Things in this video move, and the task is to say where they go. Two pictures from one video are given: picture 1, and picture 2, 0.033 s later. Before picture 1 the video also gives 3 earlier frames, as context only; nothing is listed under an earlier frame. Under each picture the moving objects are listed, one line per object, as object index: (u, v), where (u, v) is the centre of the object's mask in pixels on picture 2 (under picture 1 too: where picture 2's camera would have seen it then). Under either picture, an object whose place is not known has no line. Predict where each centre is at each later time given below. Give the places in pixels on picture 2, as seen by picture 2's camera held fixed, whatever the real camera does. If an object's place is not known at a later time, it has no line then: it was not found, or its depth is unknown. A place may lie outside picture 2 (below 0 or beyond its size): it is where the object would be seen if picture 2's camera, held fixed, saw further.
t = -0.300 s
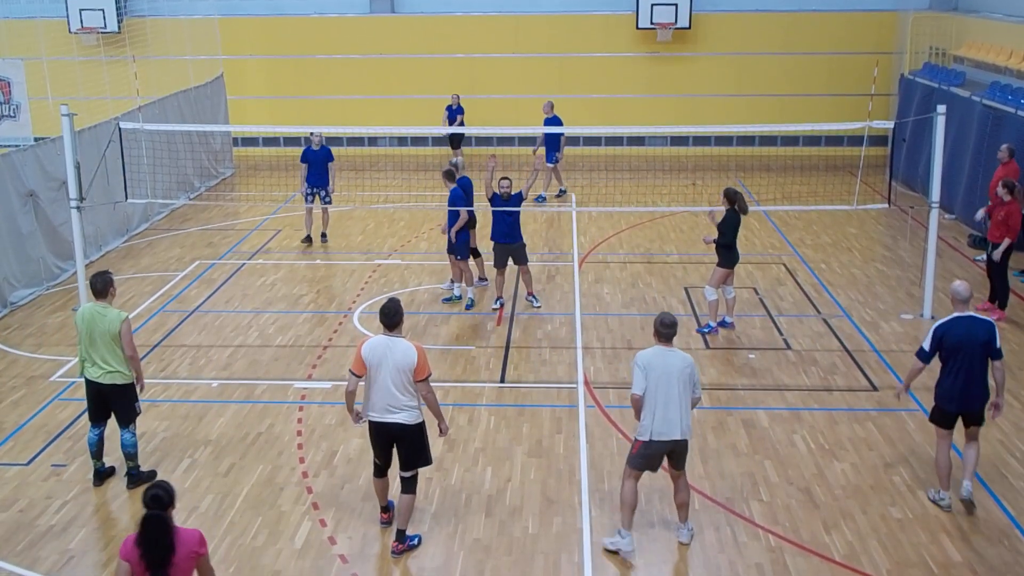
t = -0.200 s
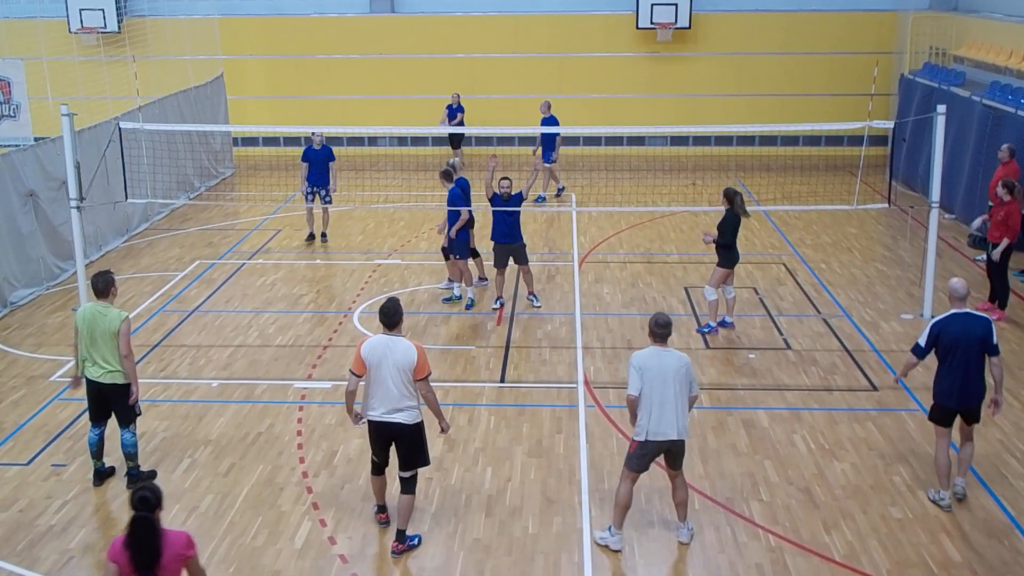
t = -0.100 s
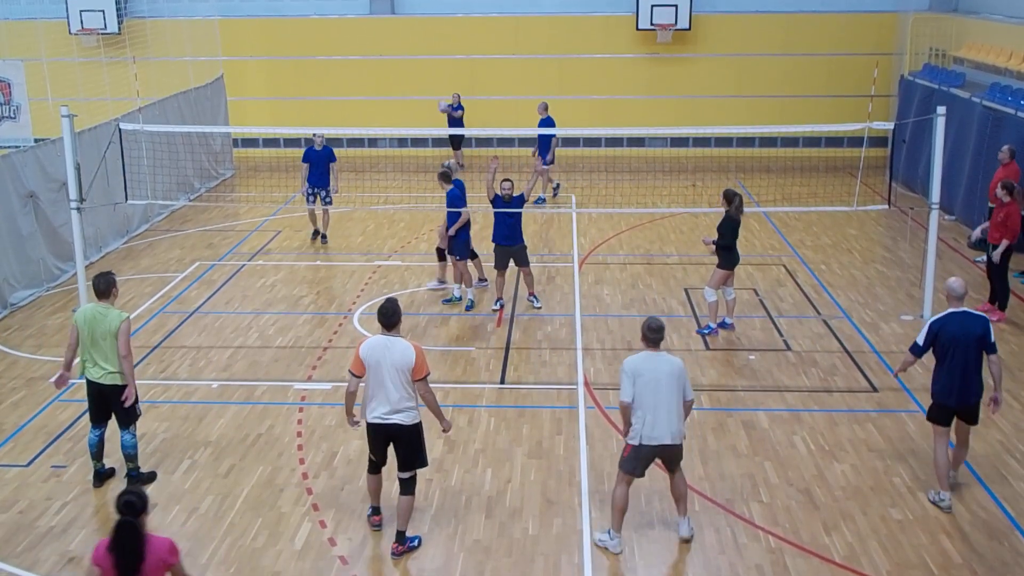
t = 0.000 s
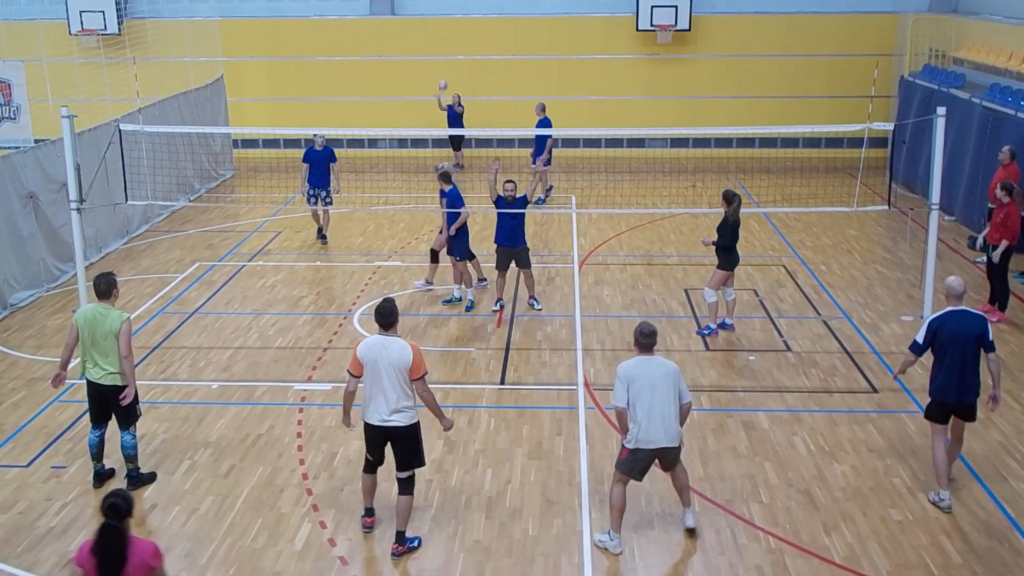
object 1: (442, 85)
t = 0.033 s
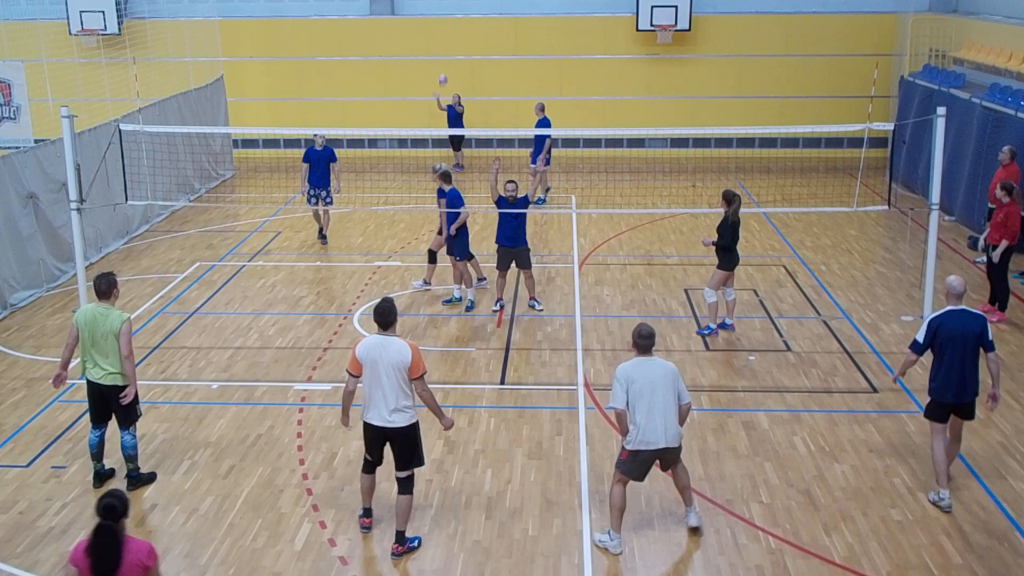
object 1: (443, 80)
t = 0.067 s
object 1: (443, 75)
